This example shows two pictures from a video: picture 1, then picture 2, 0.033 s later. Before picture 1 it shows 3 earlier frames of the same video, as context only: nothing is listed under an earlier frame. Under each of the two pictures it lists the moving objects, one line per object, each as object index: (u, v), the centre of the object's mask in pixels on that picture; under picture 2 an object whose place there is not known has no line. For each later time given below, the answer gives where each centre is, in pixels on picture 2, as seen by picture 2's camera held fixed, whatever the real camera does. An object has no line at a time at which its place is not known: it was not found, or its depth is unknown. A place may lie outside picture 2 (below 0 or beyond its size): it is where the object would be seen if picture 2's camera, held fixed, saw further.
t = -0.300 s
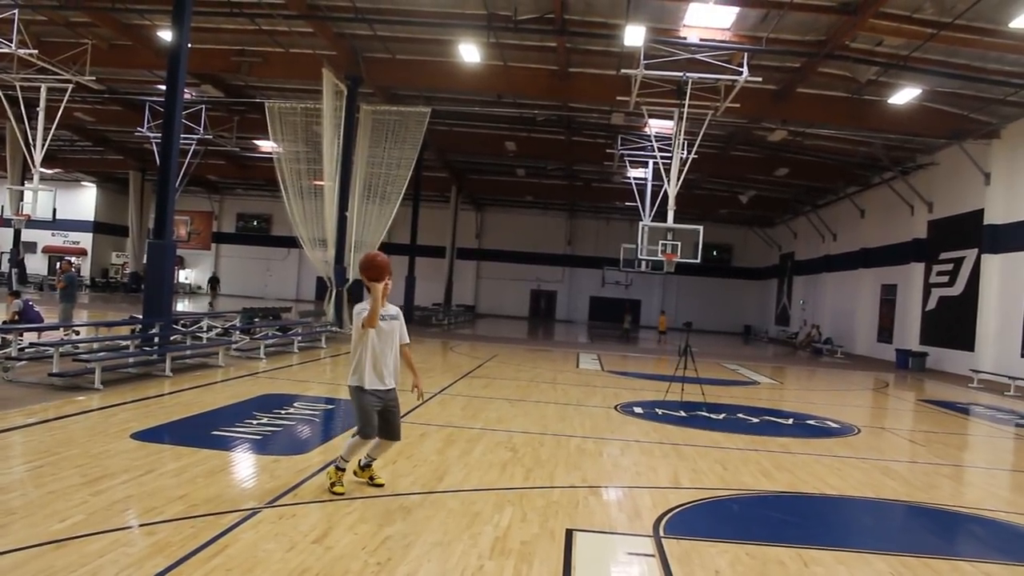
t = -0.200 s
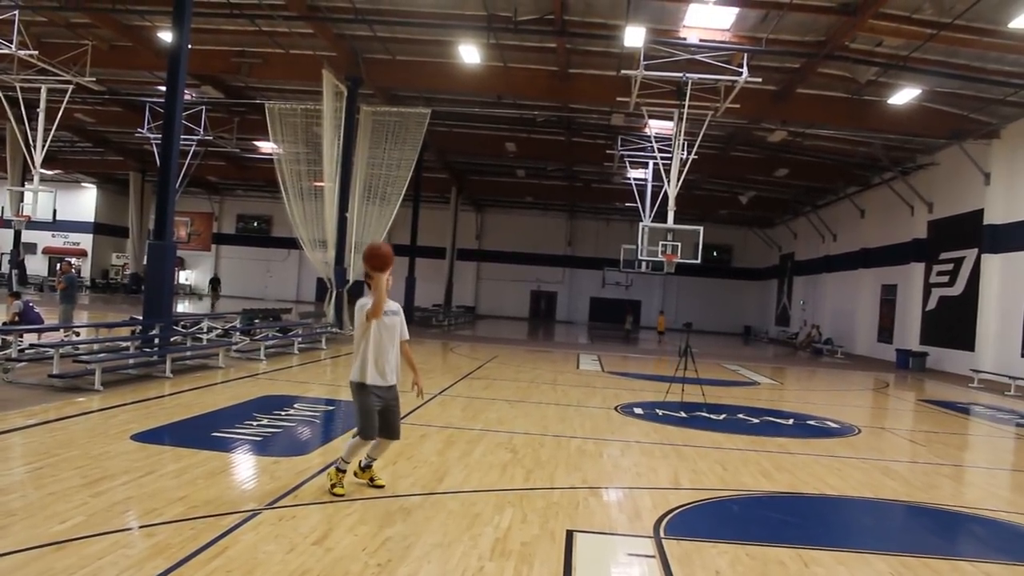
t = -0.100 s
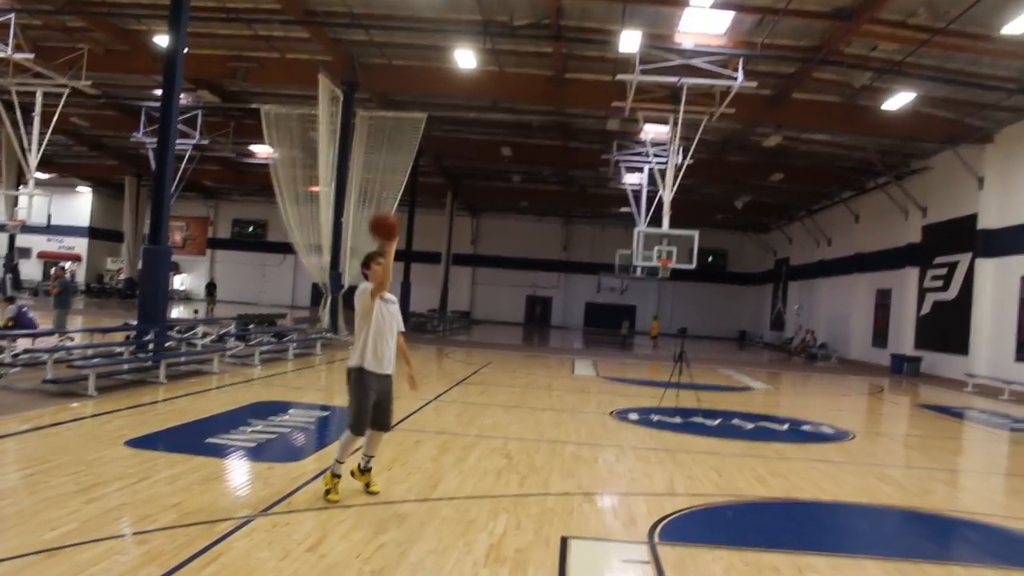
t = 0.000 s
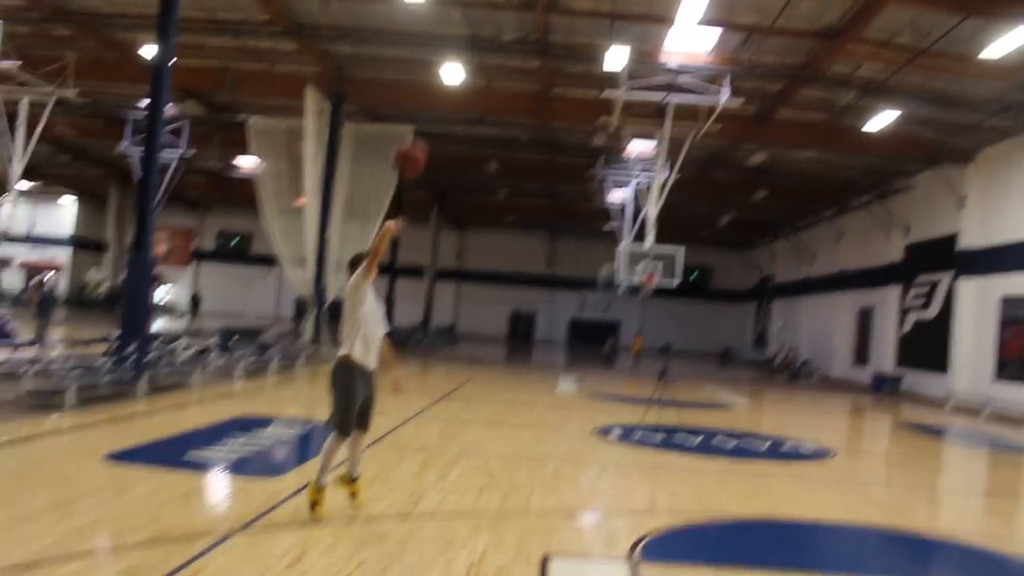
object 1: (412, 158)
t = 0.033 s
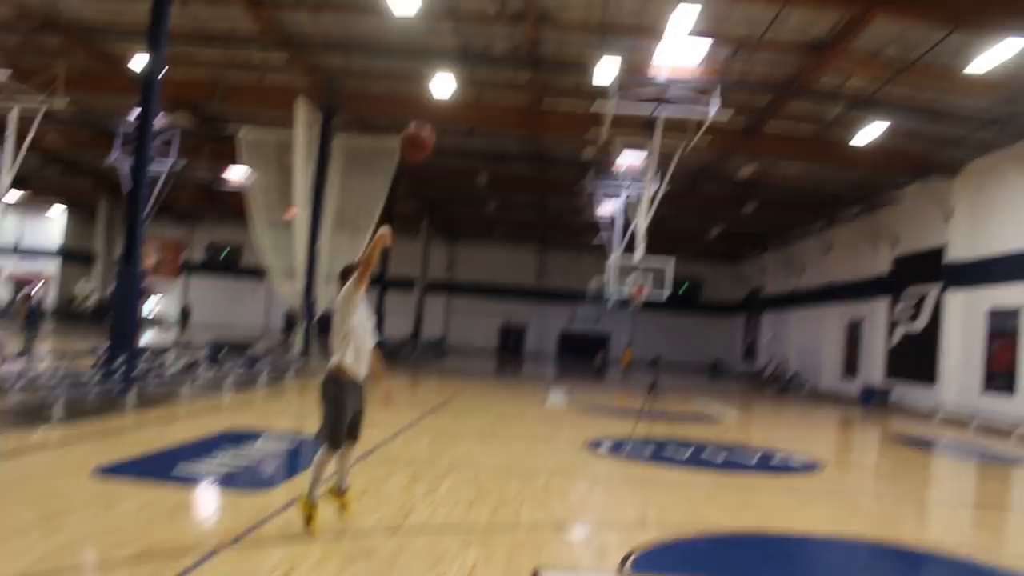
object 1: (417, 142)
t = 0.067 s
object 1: (433, 115)
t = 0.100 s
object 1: (455, 84)
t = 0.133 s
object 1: (471, 59)
